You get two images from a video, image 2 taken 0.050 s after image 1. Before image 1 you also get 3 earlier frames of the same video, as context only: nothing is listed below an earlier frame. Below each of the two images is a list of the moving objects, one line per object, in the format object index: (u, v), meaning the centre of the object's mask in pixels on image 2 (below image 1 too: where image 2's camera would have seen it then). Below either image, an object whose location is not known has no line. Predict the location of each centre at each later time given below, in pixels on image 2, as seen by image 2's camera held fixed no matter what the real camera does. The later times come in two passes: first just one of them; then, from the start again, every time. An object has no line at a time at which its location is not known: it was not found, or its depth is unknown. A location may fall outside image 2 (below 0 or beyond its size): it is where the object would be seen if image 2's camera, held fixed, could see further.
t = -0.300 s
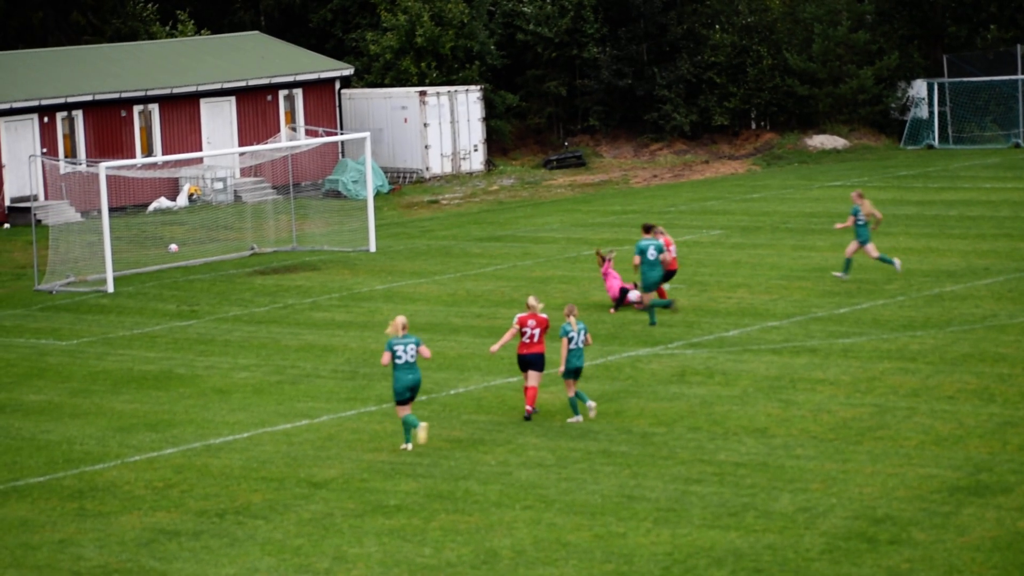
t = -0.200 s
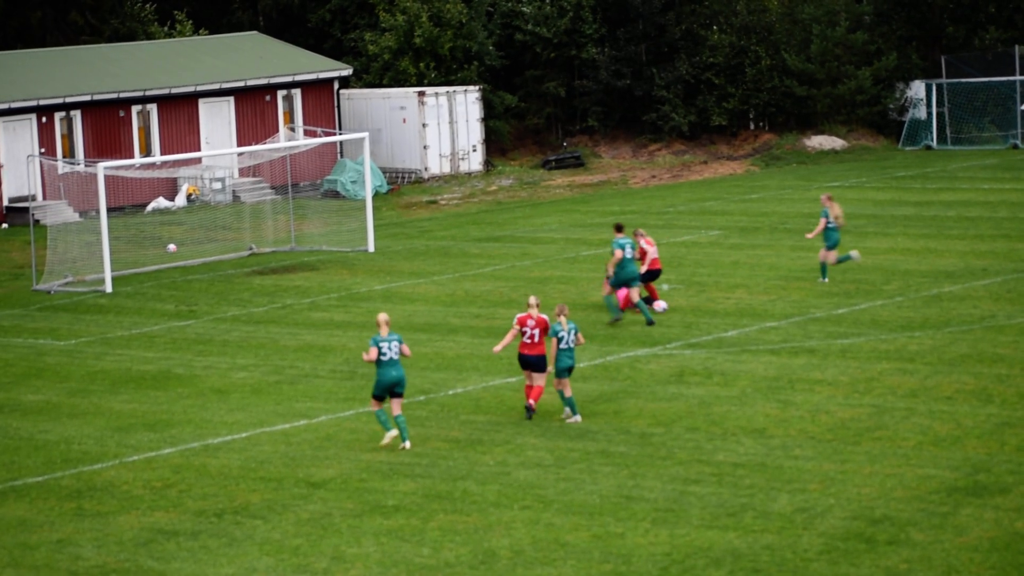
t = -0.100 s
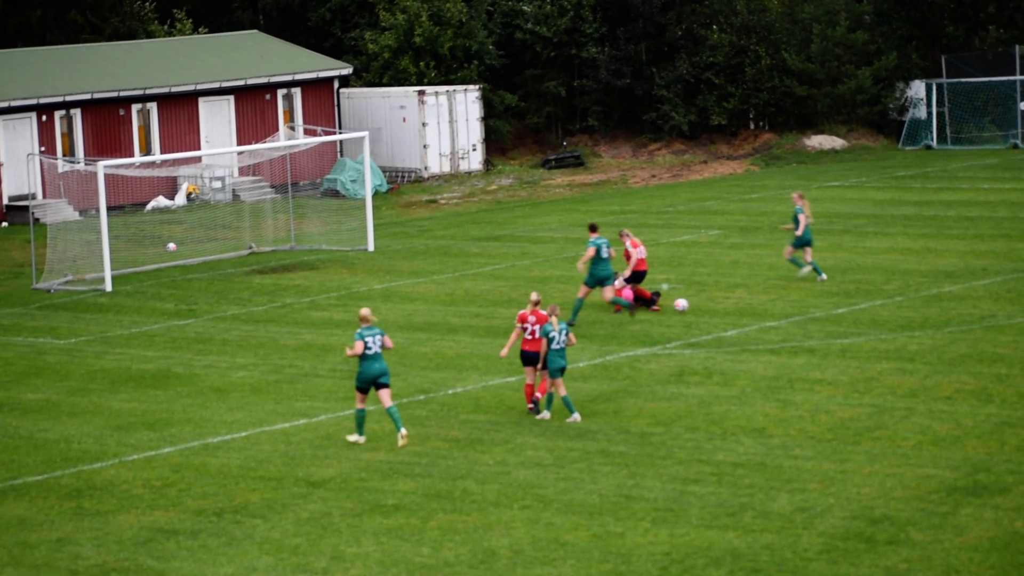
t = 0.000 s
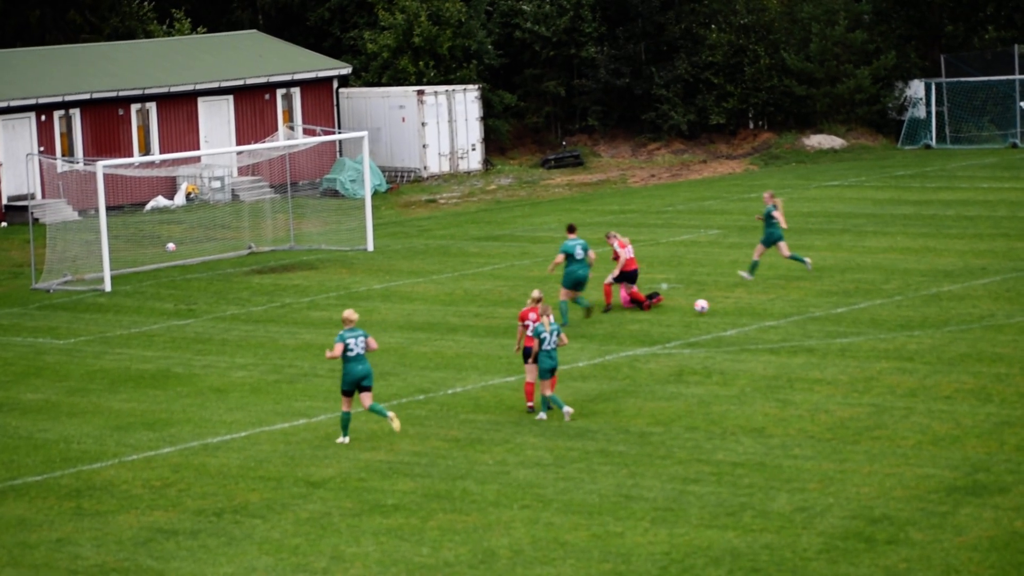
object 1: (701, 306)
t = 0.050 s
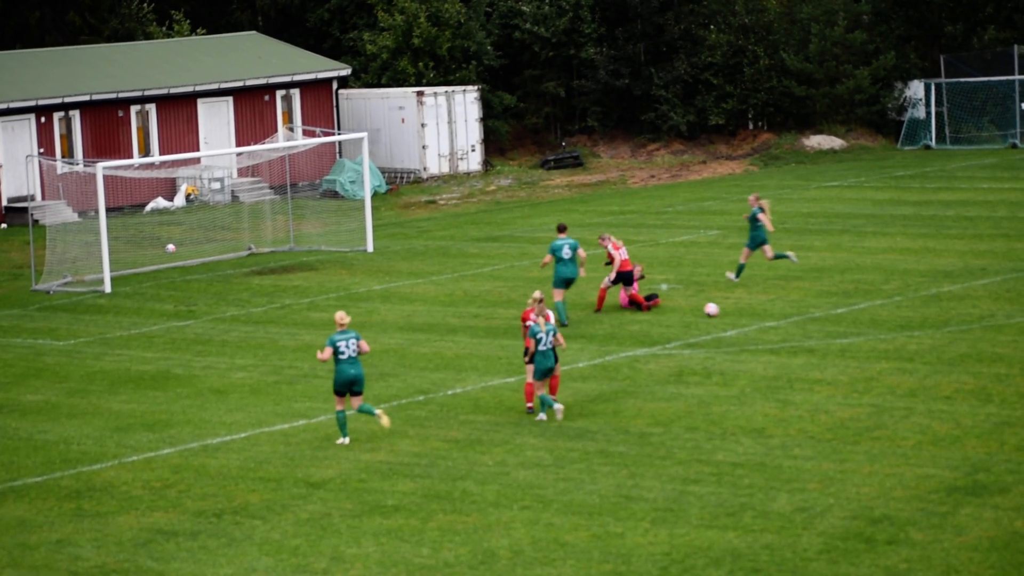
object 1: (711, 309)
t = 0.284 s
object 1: (752, 313)
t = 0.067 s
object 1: (715, 310)
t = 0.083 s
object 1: (718, 311)
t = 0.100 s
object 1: (721, 312)
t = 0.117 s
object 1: (724, 312)
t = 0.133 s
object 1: (727, 311)
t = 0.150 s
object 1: (730, 311)
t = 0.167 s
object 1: (733, 311)
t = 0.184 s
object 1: (736, 311)
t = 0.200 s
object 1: (738, 311)
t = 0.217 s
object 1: (741, 311)
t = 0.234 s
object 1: (744, 311)
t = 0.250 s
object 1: (747, 312)
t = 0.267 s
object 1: (749, 312)
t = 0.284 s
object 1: (752, 313)
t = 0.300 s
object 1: (755, 313)
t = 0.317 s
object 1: (758, 314)
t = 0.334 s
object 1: (760, 314)
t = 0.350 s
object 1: (762, 314)
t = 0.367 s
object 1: (765, 314)
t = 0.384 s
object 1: (768, 314)
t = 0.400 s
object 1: (770, 314)
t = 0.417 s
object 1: (773, 314)
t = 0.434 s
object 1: (775, 314)
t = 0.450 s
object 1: (778, 314)
